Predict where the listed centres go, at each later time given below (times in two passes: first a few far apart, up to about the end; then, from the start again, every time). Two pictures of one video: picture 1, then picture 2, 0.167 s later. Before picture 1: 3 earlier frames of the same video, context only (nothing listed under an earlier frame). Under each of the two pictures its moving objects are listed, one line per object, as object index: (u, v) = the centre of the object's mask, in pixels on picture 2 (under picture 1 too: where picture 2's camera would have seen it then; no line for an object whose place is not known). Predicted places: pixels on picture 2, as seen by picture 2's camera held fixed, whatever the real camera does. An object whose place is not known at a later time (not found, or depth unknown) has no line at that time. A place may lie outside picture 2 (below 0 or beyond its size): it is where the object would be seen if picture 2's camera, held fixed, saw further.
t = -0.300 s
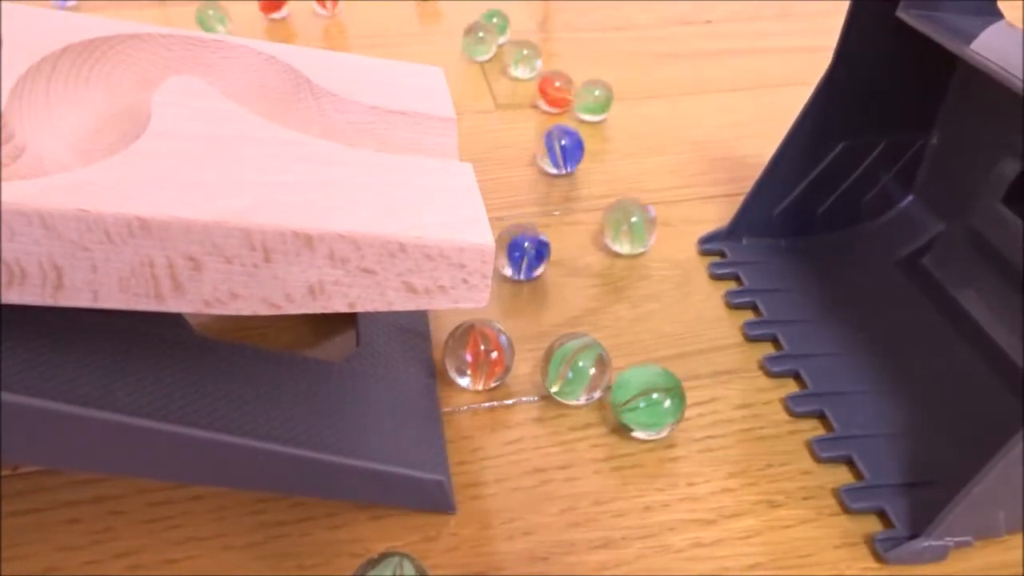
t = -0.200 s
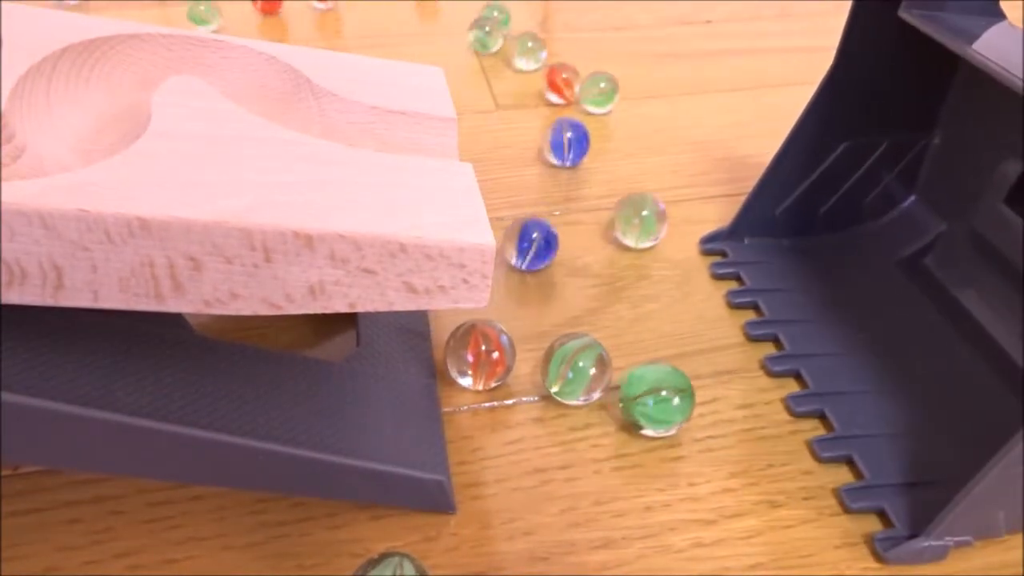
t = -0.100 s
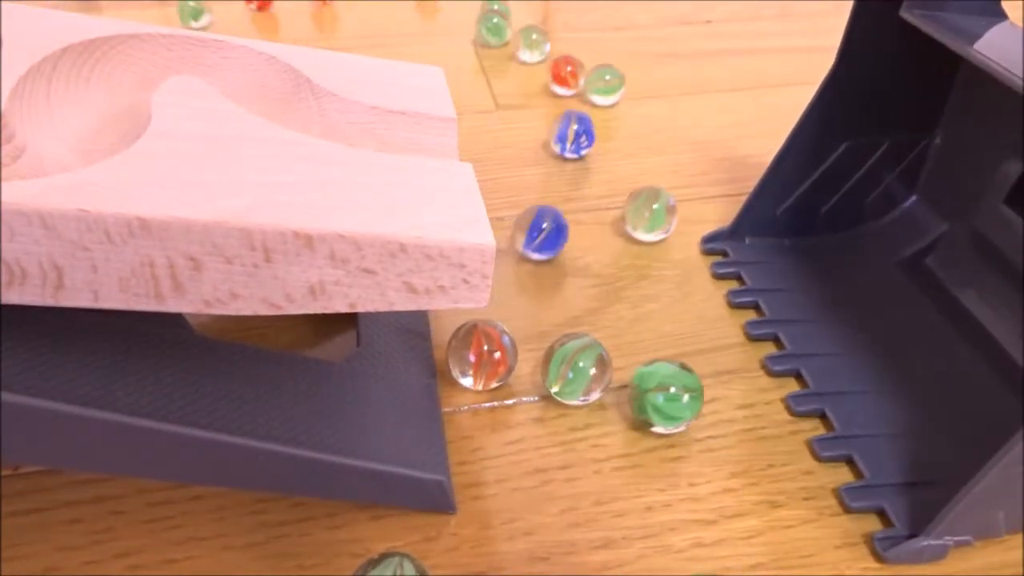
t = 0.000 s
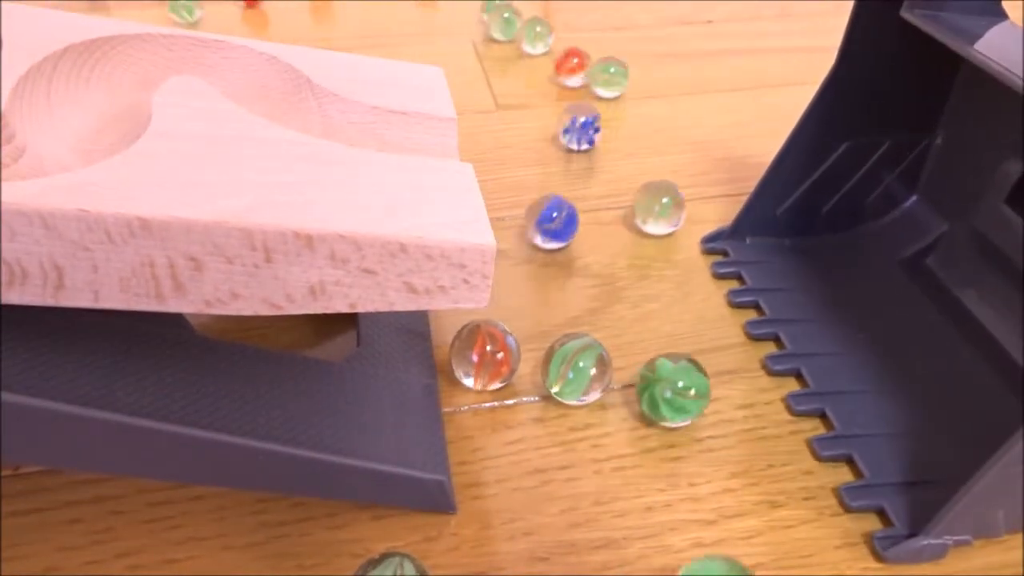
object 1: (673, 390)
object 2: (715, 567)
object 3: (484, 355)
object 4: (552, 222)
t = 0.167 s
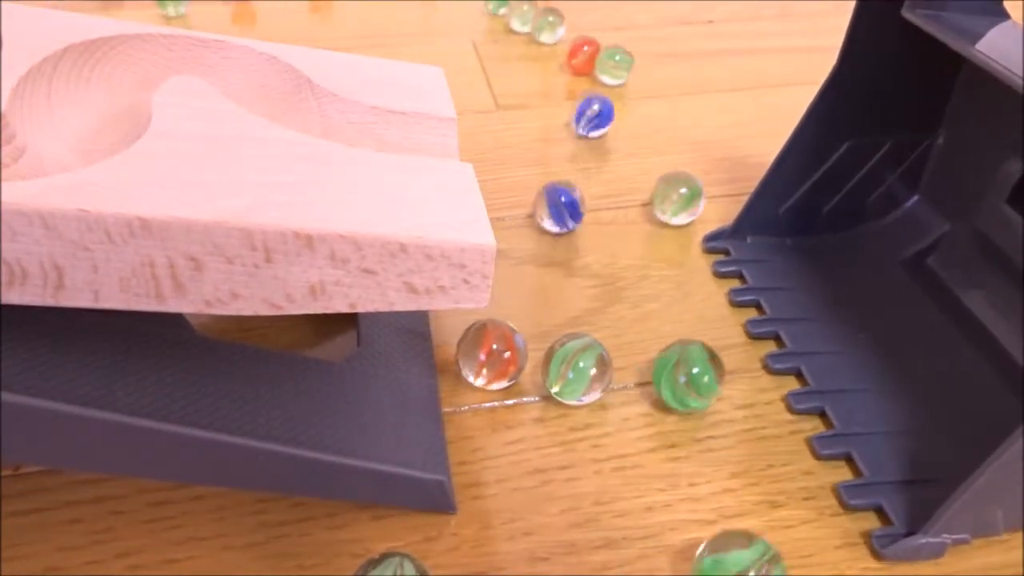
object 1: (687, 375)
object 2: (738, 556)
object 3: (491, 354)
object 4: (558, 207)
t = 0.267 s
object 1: (697, 369)
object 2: (750, 547)
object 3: (495, 355)
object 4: (557, 196)
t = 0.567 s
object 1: (732, 355)
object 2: (778, 500)
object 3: (507, 350)
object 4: (563, 166)
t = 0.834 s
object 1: (743, 348)
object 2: (803, 446)
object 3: (515, 340)
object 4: (575, 140)
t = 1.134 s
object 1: (735, 344)
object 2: (770, 439)
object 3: (521, 311)
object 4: (581, 111)
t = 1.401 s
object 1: (743, 350)
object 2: (771, 440)
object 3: (513, 293)
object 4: (603, 89)
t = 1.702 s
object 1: (748, 349)
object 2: (800, 450)
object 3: (504, 286)
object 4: (623, 66)
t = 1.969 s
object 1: (745, 348)
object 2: (794, 450)
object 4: (651, 49)
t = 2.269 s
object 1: (744, 347)
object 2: (794, 444)
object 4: (679, 31)
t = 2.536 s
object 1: (739, 347)
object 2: (800, 446)
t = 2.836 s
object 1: (746, 347)
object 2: (795, 446)
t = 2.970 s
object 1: (746, 347)
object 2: (789, 447)
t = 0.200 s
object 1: (691, 373)
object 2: (742, 553)
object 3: (493, 355)
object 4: (558, 204)
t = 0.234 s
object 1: (694, 371)
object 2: (747, 550)
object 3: (494, 355)
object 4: (557, 200)
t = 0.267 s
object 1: (697, 369)
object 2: (750, 547)
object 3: (495, 355)
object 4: (557, 196)
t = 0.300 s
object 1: (701, 367)
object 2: (755, 544)
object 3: (496, 355)
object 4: (556, 192)
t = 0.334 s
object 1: (704, 366)
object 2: (757, 541)
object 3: (498, 355)
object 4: (556, 188)
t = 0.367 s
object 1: (708, 365)
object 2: (761, 537)
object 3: (500, 355)
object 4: (556, 184)
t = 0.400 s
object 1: (712, 363)
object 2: (763, 533)
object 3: (501, 355)
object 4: (556, 181)
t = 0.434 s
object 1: (715, 362)
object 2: (766, 528)
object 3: (502, 354)
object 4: (557, 177)
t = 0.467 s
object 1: (719, 361)
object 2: (768, 522)
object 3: (503, 353)
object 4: (558, 175)
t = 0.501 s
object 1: (725, 358)
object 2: (772, 514)
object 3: (504, 352)
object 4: (558, 171)
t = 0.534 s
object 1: (728, 357)
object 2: (775, 507)
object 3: (506, 351)
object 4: (561, 168)
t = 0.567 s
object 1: (732, 355)
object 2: (778, 500)
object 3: (507, 350)
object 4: (563, 166)
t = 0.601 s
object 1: (736, 353)
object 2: (782, 492)
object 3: (508, 349)
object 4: (565, 163)
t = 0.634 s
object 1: (739, 351)
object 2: (785, 486)
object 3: (510, 348)
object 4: (567, 160)
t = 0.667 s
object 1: (742, 347)
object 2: (789, 479)
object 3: (510, 347)
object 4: (570, 156)
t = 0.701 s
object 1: (745, 344)
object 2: (793, 471)
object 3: (512, 346)
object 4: (572, 152)
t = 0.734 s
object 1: (744, 344)
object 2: (796, 465)
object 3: (513, 344)
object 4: (574, 149)
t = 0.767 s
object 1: (743, 344)
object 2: (799, 459)
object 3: (513, 343)
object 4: (575, 146)
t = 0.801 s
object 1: (743, 345)
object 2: (801, 453)
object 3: (514, 341)
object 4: (575, 143)
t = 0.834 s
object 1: (743, 348)
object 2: (803, 446)
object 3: (515, 340)
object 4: (575, 140)
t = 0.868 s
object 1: (743, 350)
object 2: (799, 444)
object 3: (516, 338)
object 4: (575, 136)
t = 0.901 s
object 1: (743, 350)
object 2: (795, 444)
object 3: (517, 336)
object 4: (574, 134)
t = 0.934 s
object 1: (742, 350)
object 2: (789, 442)
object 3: (519, 333)
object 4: (574, 131)
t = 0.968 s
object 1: (742, 349)
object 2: (785, 442)
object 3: (519, 330)
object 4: (574, 127)
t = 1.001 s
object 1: (740, 347)
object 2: (780, 441)
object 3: (520, 326)
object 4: (574, 124)
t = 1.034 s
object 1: (738, 345)
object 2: (777, 441)
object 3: (521, 323)
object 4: (575, 121)
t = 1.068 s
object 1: (737, 344)
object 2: (775, 440)
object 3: (522, 319)
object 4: (577, 118)
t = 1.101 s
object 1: (735, 344)
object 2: (771, 440)
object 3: (522, 315)
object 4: (579, 114)
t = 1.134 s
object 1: (735, 344)
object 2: (770, 439)
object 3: (521, 311)
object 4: (581, 111)
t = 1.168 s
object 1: (734, 344)
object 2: (768, 438)
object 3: (520, 307)
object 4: (584, 108)
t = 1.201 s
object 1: (735, 344)
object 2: (767, 439)
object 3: (520, 304)
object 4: (587, 106)
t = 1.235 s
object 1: (736, 344)
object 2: (767, 438)
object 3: (519, 301)
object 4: (590, 103)
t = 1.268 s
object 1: (737, 345)
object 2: (767, 439)
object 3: (517, 299)
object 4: (593, 101)
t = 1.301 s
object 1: (739, 346)
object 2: (767, 439)
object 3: (516, 298)
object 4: (596, 98)
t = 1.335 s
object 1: (740, 348)
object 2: (769, 439)
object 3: (515, 296)
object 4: (598, 95)
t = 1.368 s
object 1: (742, 350)
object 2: (770, 439)
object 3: (514, 294)
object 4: (601, 92)
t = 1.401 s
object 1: (743, 350)
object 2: (771, 440)
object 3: (513, 293)
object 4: (603, 89)
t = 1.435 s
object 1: (743, 350)
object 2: (773, 441)
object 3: (512, 291)
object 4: (606, 87)
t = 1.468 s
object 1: (744, 349)
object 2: (775, 442)
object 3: (511, 290)
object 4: (608, 83)
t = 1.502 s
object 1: (743, 347)
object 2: (778, 443)
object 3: (510, 289)
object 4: (610, 81)
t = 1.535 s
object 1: (743, 345)
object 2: (780, 444)
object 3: (508, 289)
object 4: (611, 79)
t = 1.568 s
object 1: (744, 345)
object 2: (783, 445)
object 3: (507, 288)
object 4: (613, 76)
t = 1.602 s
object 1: (745, 346)
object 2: (787, 447)
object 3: (506, 288)
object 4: (615, 74)
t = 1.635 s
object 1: (747, 348)
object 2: (790, 448)
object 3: (505, 287)
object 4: (617, 72)
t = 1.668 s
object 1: (748, 349)
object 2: (795, 449)
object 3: (504, 286)
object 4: (620, 69)
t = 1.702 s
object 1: (748, 349)
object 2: (800, 450)
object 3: (504, 286)
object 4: (623, 66)
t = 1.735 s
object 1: (748, 349)
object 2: (803, 452)
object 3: (503, 285)
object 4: (627, 64)
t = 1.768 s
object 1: (747, 349)
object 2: (806, 453)
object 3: (502, 284)
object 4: (631, 61)
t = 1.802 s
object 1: (745, 346)
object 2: (805, 453)
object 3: (502, 282)
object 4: (634, 59)
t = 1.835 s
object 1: (745, 345)
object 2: (804, 453)
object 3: (501, 280)
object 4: (638, 58)
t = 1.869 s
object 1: (744, 346)
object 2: (801, 452)
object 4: (640, 55)
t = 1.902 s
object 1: (745, 347)
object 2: (799, 451)
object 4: (644, 53)
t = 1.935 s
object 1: (745, 348)
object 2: (796, 450)
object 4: (648, 51)
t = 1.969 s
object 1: (745, 348)
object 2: (794, 450)
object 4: (651, 49)
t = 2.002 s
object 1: (744, 346)
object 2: (790, 449)
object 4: (655, 47)
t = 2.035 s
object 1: (743, 345)
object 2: (788, 447)
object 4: (659, 45)
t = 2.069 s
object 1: (744, 346)
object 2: (787, 446)
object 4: (661, 43)
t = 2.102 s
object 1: (745, 347)
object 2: (787, 445)
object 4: (665, 41)
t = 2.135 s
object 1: (746, 348)
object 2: (787, 445)
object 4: (667, 39)
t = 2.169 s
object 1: (747, 347)
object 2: (789, 444)
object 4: (670, 37)
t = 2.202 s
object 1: (745, 346)
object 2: (791, 444)
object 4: (672, 35)
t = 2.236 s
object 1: (745, 346)
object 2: (793, 444)
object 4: (675, 33)
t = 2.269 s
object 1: (744, 347)
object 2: (794, 444)
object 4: (679, 31)
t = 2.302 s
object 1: (743, 347)
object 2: (797, 444)
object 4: (683, 28)
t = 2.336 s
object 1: (741, 347)
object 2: (797, 445)
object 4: (687, 26)
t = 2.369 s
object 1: (740, 348)
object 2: (799, 445)
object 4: (691, 25)
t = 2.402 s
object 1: (739, 348)
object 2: (799, 446)
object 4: (694, 24)
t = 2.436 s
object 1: (738, 348)
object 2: (800, 446)
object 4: (697, 23)
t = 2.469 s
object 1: (737, 348)
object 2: (800, 446)
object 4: (699, 23)
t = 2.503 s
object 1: (738, 348)
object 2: (800, 446)
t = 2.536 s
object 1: (739, 347)
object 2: (800, 446)
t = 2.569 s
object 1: (740, 348)
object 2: (800, 446)
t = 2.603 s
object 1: (741, 347)
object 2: (800, 446)
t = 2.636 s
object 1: (742, 348)
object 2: (800, 446)
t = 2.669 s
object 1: (744, 348)
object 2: (799, 445)
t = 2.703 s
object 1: (744, 347)
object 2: (799, 445)
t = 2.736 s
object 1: (746, 347)
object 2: (798, 445)
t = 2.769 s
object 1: (747, 347)
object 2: (798, 446)
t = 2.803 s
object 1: (746, 347)
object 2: (797, 446)
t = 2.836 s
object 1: (746, 347)
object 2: (795, 446)
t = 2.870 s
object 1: (746, 347)
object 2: (793, 445)
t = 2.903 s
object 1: (746, 346)
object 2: (792, 446)
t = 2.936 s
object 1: (746, 347)
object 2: (790, 446)
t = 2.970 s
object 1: (746, 347)
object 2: (789, 447)
